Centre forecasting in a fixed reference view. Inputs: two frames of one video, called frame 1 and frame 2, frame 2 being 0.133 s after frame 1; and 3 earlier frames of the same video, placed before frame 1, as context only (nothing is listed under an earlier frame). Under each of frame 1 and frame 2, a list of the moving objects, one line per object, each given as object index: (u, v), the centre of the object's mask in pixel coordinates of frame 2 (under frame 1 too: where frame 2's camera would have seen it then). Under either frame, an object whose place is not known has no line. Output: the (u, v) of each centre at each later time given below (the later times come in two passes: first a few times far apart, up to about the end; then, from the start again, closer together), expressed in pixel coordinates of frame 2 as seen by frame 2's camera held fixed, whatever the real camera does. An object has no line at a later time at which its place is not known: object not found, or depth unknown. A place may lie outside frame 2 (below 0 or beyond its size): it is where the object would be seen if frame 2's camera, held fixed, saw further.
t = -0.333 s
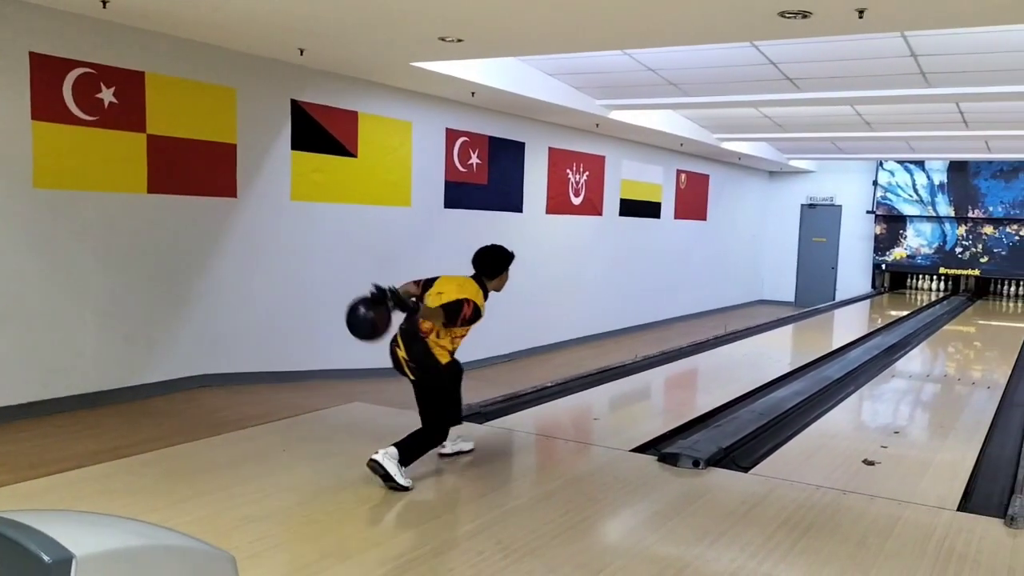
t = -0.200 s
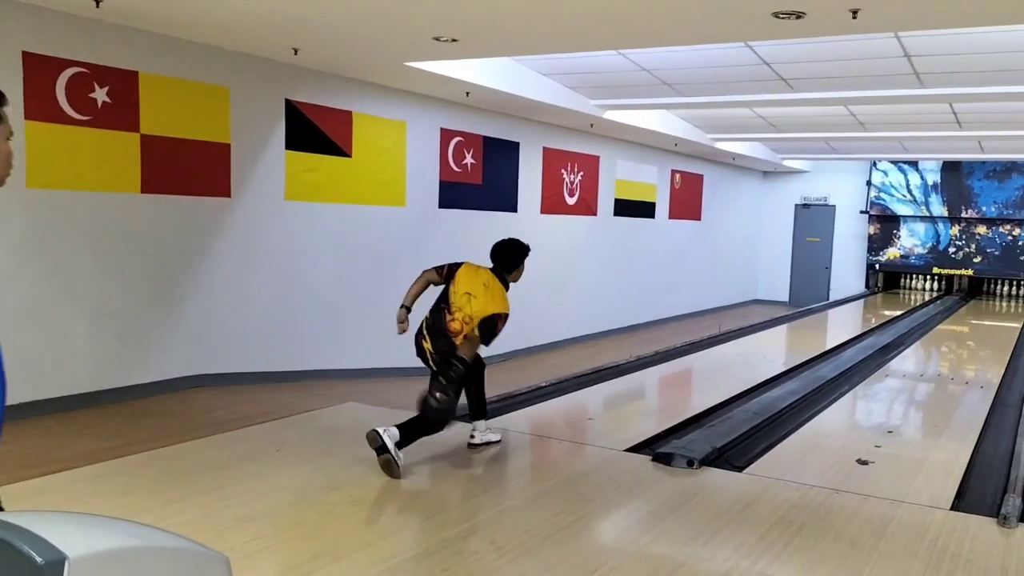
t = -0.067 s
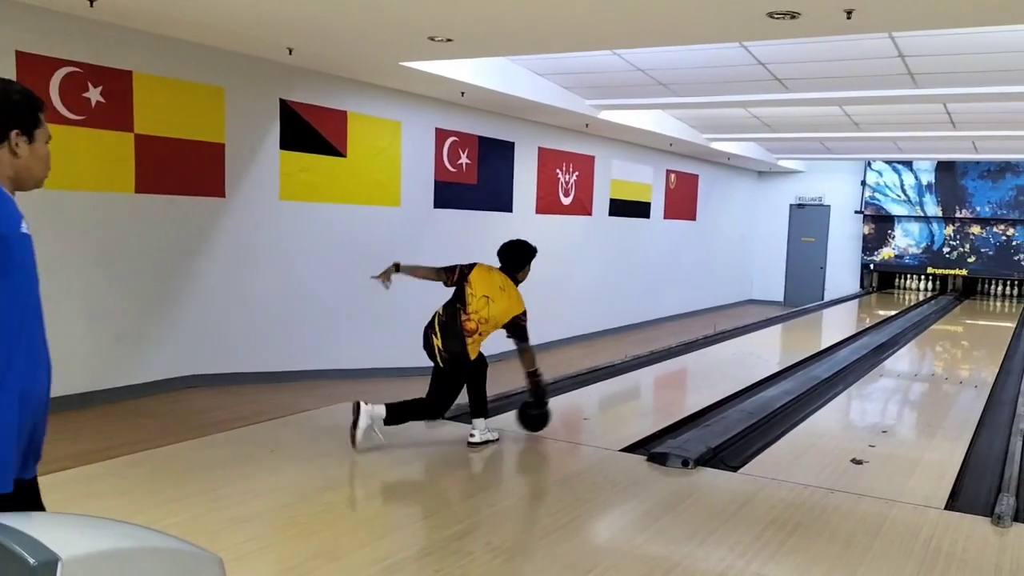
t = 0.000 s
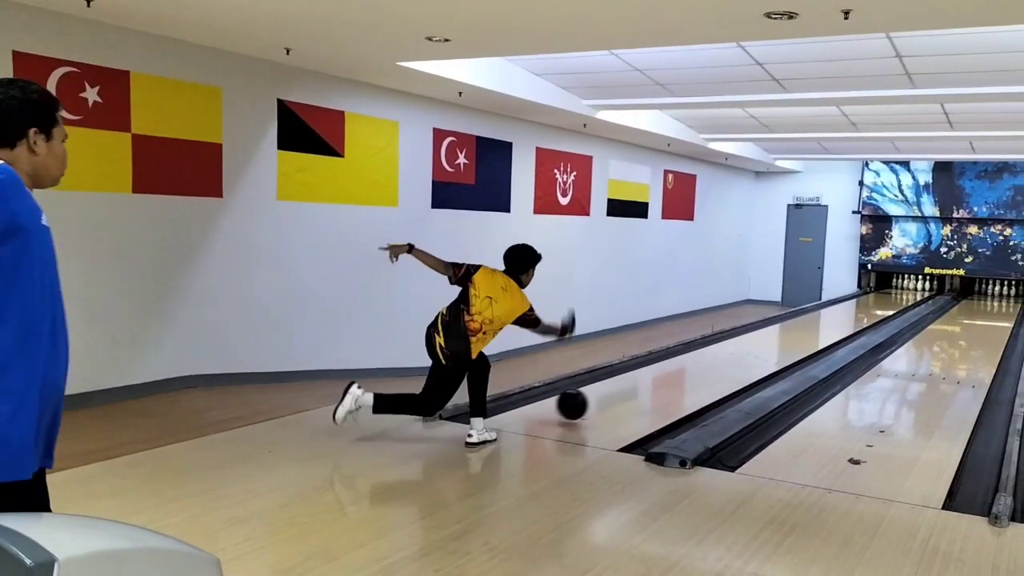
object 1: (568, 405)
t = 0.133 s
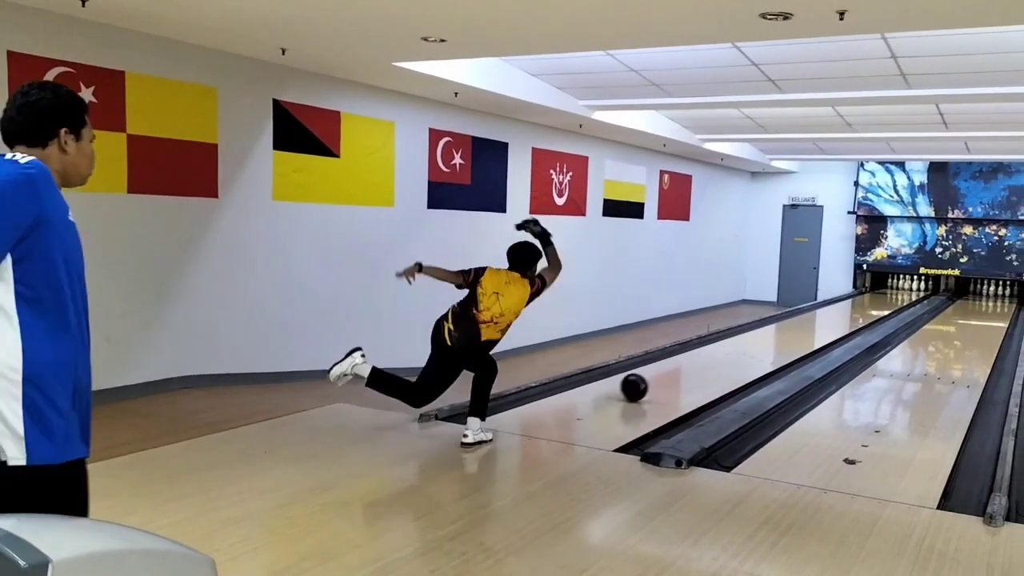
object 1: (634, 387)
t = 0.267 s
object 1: (684, 371)
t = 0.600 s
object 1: (769, 342)
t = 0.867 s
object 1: (812, 327)
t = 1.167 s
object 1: (845, 315)
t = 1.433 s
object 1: (865, 308)
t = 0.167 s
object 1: (648, 383)
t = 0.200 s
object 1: (661, 379)
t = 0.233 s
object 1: (673, 375)
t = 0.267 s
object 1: (684, 371)
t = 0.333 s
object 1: (705, 364)
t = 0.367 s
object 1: (715, 361)
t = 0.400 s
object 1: (724, 357)
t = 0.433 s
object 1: (733, 355)
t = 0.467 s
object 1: (741, 352)
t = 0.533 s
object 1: (756, 347)
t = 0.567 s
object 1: (763, 344)
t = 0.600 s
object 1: (769, 342)
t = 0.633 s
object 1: (776, 340)
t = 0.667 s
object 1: (782, 338)
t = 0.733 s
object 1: (793, 334)
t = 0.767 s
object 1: (798, 332)
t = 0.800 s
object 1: (803, 330)
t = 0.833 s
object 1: (807, 329)
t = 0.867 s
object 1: (812, 327)
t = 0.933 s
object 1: (821, 324)
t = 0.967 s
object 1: (825, 323)
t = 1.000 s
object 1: (829, 321)
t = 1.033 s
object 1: (832, 320)
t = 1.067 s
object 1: (836, 319)
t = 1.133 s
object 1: (842, 317)
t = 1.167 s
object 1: (845, 315)
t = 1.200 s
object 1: (848, 315)
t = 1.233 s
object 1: (851, 314)
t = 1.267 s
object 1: (853, 312)
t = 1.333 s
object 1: (859, 310)
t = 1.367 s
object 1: (861, 310)
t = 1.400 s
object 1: (863, 309)
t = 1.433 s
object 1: (865, 308)
